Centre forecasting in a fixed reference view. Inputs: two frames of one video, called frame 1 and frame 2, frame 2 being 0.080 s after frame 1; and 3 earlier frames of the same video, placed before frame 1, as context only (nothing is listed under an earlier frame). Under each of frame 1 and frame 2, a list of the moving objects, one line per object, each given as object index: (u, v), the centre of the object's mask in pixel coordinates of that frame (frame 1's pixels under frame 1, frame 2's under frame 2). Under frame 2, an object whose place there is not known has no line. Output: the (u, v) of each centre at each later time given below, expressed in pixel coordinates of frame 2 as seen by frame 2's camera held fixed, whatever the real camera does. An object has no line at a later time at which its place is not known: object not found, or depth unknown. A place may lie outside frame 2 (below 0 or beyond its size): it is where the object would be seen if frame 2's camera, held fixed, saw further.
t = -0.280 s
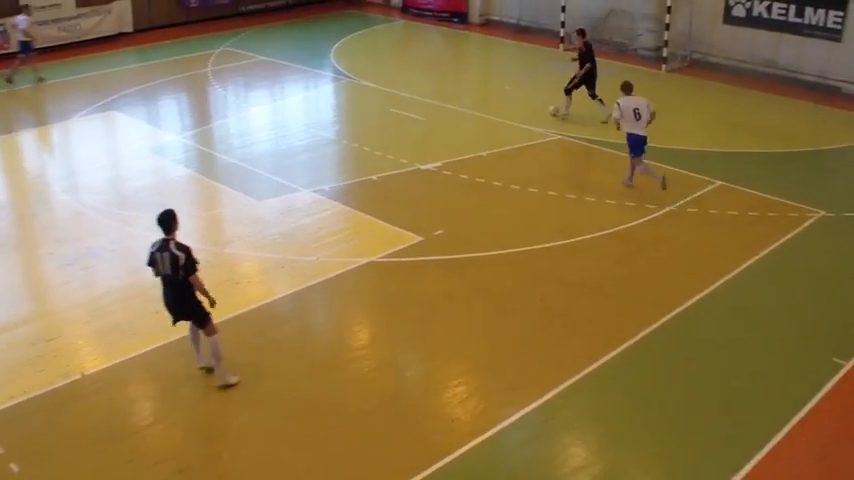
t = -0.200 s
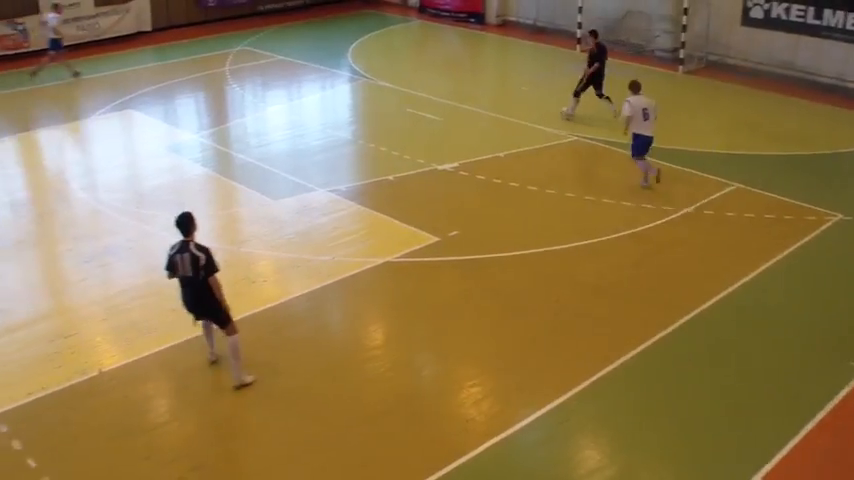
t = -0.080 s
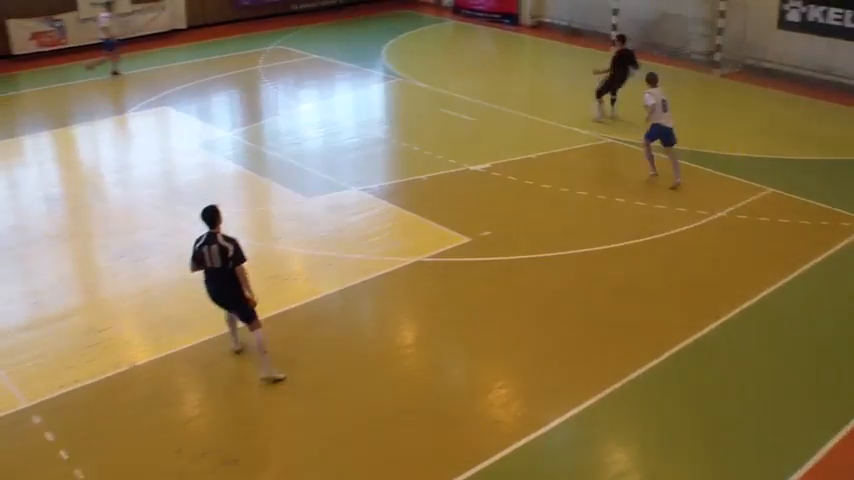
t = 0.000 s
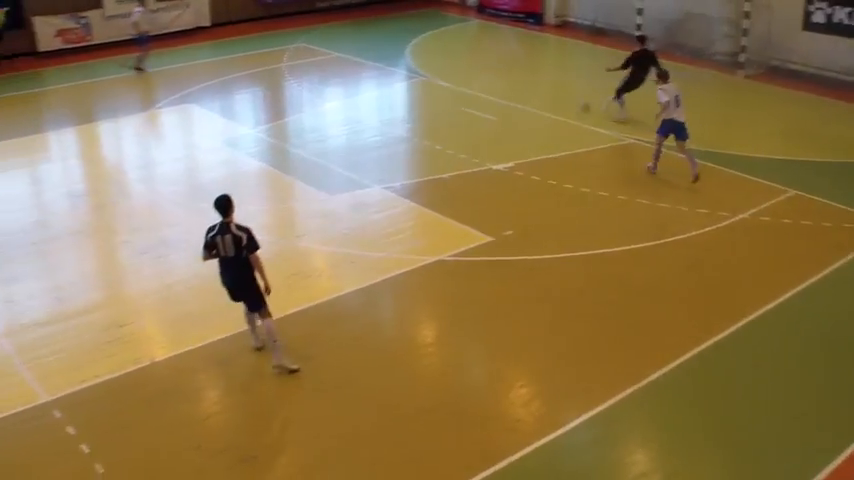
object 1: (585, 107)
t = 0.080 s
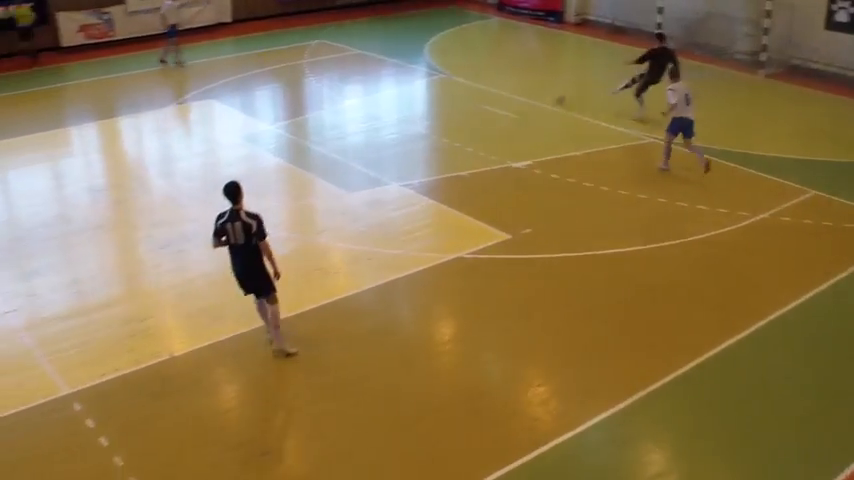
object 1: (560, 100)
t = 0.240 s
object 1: (481, 90)
